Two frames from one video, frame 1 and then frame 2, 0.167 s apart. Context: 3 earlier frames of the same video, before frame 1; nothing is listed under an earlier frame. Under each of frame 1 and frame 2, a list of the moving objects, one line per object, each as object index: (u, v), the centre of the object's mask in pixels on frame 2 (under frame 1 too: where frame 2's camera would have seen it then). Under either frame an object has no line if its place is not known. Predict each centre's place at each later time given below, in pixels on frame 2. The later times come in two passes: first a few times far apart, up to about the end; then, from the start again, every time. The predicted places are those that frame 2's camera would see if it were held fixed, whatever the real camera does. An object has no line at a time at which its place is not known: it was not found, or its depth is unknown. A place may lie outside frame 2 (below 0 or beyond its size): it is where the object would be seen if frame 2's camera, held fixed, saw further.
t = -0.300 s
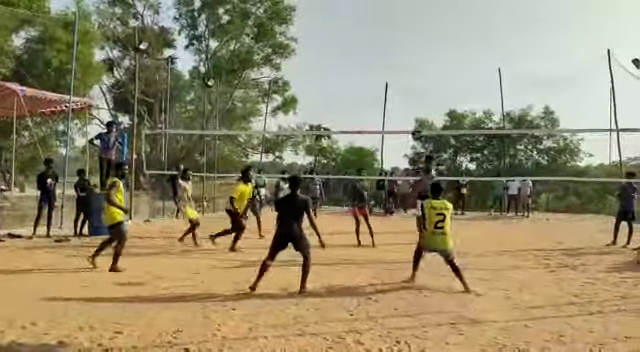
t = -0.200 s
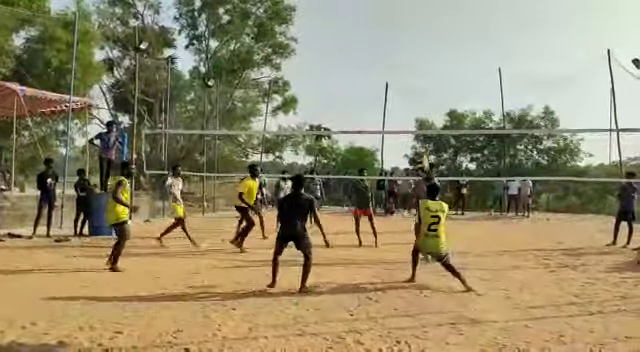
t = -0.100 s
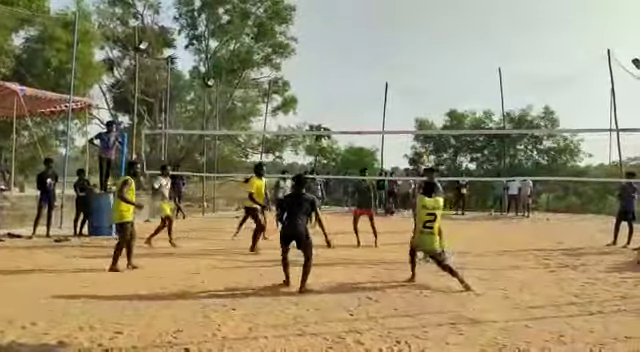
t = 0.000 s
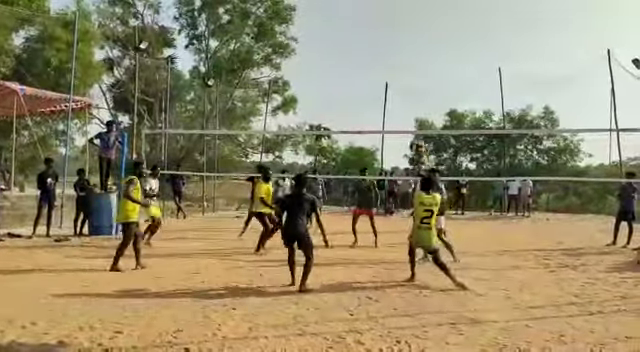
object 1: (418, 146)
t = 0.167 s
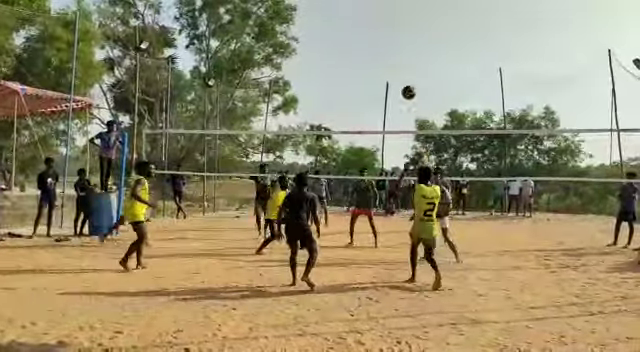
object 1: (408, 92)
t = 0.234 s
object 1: (405, 76)
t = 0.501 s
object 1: (391, 44)
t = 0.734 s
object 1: (380, 52)
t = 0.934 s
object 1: (372, 82)
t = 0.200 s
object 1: (407, 84)
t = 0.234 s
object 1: (405, 76)
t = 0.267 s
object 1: (403, 70)
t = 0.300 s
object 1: (401, 64)
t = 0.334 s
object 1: (399, 59)
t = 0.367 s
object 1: (398, 54)
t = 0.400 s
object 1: (396, 51)
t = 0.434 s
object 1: (394, 48)
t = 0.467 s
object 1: (393, 45)
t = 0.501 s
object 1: (391, 44)
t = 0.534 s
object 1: (389, 43)
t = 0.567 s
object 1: (388, 43)
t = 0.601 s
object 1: (386, 44)
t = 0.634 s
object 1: (385, 45)
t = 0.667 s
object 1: (383, 47)
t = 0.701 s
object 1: (381, 49)
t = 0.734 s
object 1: (380, 52)
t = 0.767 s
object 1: (378, 56)
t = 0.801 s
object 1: (377, 60)
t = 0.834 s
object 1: (375, 65)
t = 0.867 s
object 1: (374, 70)
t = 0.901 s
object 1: (373, 76)
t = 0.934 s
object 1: (372, 82)
